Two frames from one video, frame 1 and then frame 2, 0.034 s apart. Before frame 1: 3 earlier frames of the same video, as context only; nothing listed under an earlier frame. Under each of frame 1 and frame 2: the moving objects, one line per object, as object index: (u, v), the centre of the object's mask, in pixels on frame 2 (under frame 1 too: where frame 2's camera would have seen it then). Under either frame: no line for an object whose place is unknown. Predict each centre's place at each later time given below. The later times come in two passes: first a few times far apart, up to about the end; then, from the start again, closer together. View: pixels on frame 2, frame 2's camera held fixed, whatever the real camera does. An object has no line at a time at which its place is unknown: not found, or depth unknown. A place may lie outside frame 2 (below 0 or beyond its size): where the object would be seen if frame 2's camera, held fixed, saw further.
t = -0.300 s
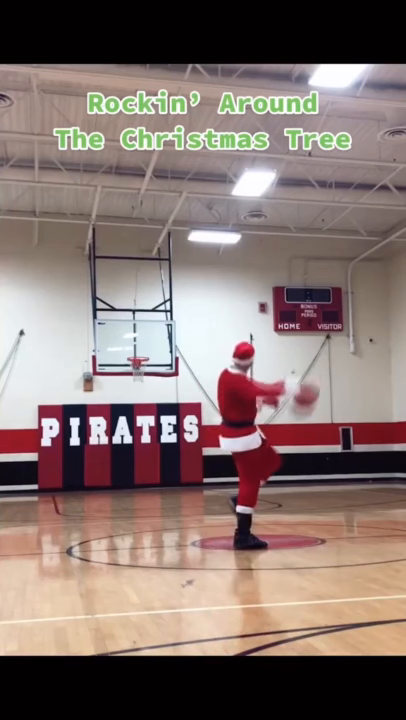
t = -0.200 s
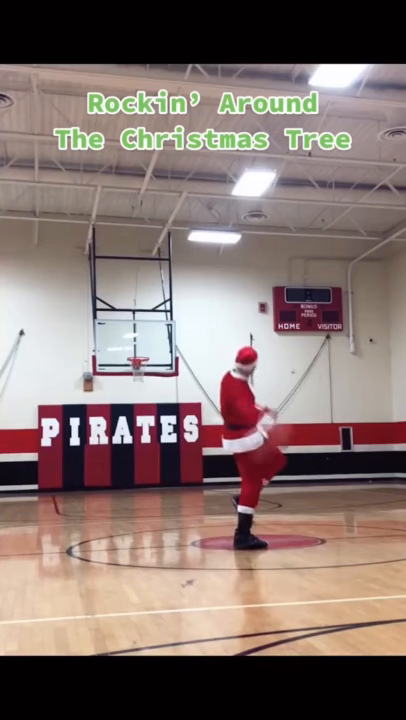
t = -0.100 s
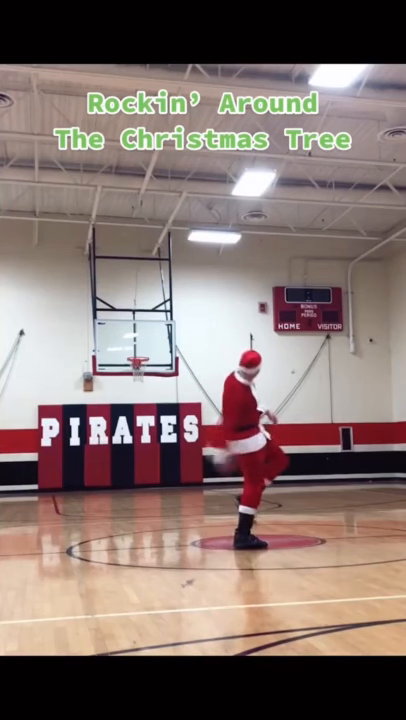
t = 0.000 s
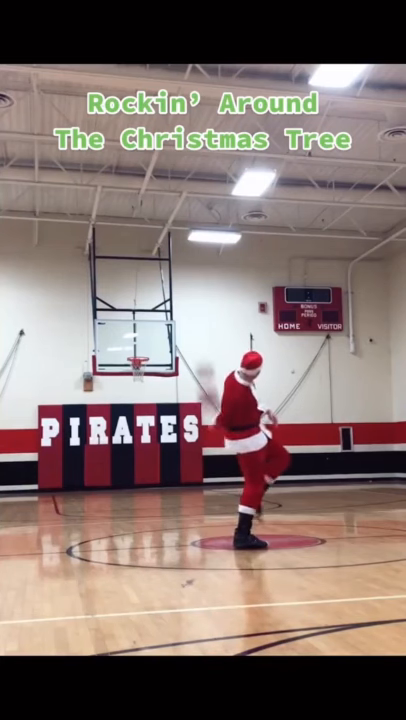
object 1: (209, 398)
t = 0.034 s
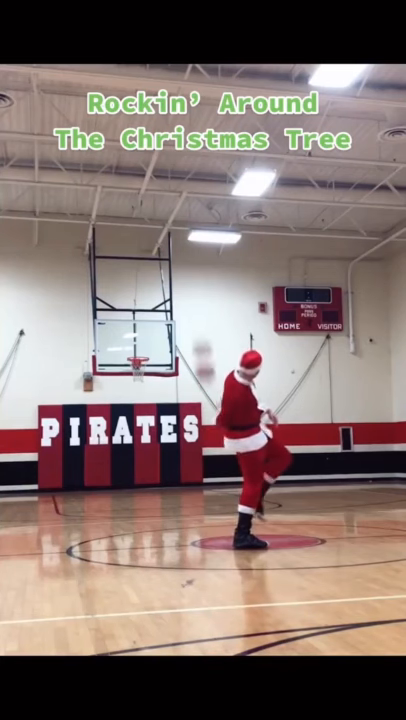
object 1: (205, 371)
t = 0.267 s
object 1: (186, 255)
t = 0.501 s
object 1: (172, 209)
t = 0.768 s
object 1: (160, 211)
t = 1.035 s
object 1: (151, 249)
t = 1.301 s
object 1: (145, 313)
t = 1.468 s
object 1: (142, 355)
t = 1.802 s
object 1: (139, 400)
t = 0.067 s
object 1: (202, 350)
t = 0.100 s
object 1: (199, 329)
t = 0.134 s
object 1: (196, 310)
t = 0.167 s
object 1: (193, 287)
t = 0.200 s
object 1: (190, 273)
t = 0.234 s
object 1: (188, 263)
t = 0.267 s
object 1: (186, 255)
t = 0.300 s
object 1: (184, 245)
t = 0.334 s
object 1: (182, 236)
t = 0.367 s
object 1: (180, 227)
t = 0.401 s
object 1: (178, 221)
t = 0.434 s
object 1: (175, 216)
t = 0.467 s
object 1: (174, 212)
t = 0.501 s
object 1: (172, 209)
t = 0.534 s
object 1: (170, 206)
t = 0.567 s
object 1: (168, 205)
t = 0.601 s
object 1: (167, 204)
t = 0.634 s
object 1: (166, 204)
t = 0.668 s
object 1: (165, 205)
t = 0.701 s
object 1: (163, 207)
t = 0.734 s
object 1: (161, 208)
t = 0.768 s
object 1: (160, 211)
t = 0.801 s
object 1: (159, 214)
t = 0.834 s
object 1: (158, 217)
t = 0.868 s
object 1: (156, 220)
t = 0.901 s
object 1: (155, 226)
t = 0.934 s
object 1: (154, 232)
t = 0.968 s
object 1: (153, 237)
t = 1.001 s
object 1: (152, 243)
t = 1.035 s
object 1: (151, 249)
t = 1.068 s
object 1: (151, 257)
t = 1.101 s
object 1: (151, 264)
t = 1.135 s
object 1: (149, 271)
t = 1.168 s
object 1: (148, 279)
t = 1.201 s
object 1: (147, 287)
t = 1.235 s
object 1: (146, 297)
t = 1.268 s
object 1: (146, 301)
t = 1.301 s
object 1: (145, 313)
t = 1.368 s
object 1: (143, 332)
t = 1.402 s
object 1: (142, 342)
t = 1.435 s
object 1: (142, 348)
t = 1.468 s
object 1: (142, 355)
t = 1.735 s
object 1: (139, 393)
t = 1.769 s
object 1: (139, 397)
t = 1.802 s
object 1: (139, 400)
